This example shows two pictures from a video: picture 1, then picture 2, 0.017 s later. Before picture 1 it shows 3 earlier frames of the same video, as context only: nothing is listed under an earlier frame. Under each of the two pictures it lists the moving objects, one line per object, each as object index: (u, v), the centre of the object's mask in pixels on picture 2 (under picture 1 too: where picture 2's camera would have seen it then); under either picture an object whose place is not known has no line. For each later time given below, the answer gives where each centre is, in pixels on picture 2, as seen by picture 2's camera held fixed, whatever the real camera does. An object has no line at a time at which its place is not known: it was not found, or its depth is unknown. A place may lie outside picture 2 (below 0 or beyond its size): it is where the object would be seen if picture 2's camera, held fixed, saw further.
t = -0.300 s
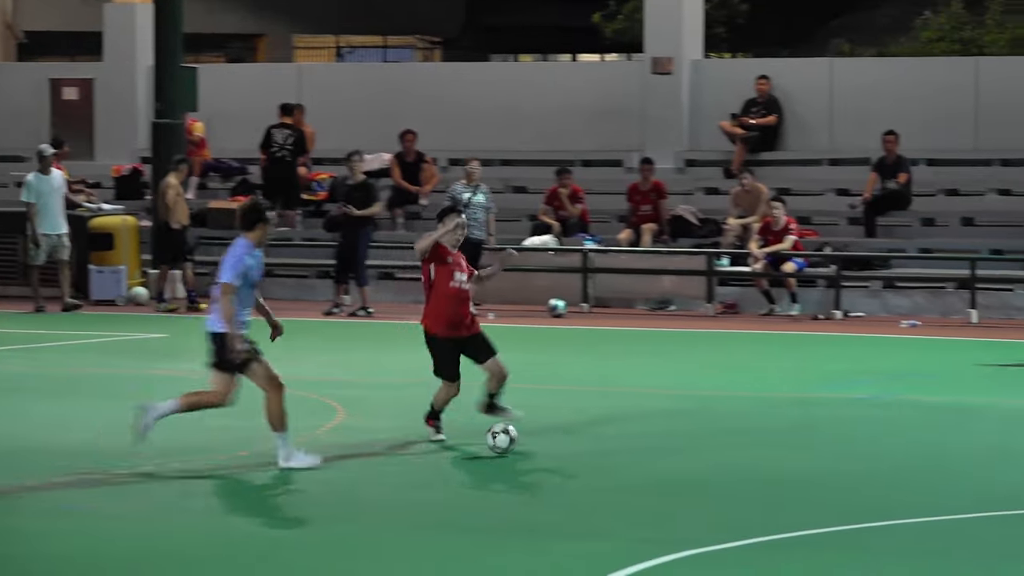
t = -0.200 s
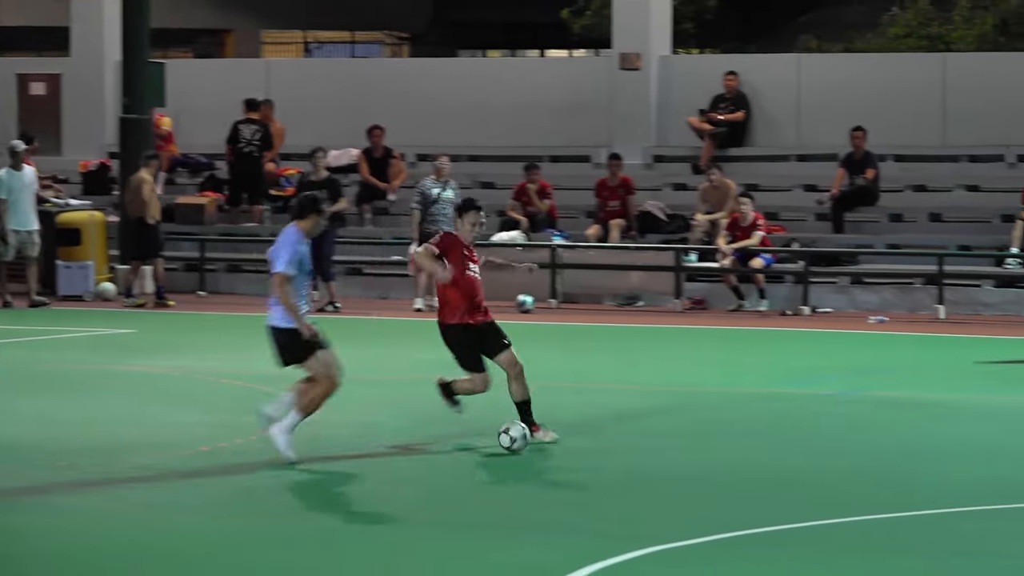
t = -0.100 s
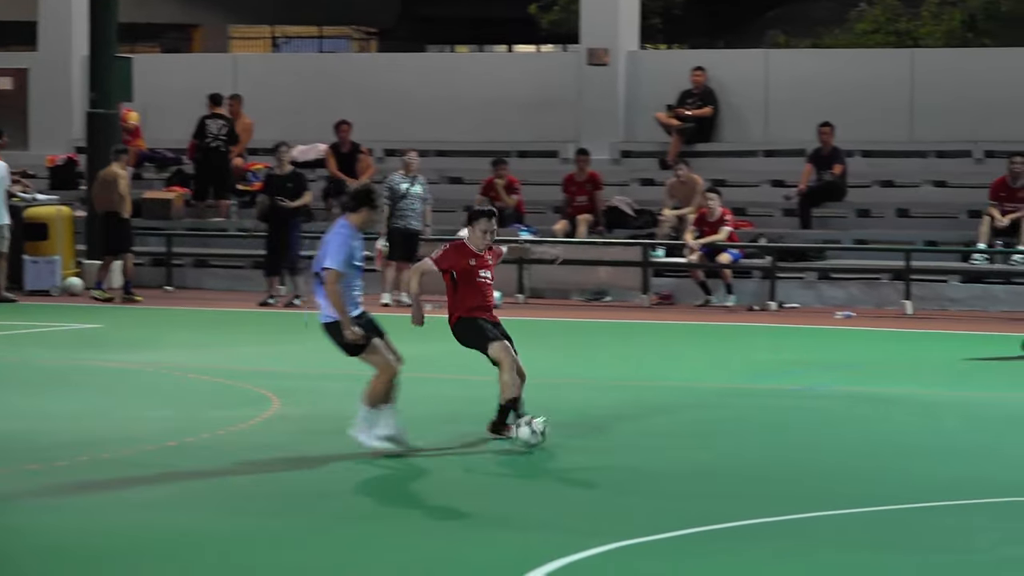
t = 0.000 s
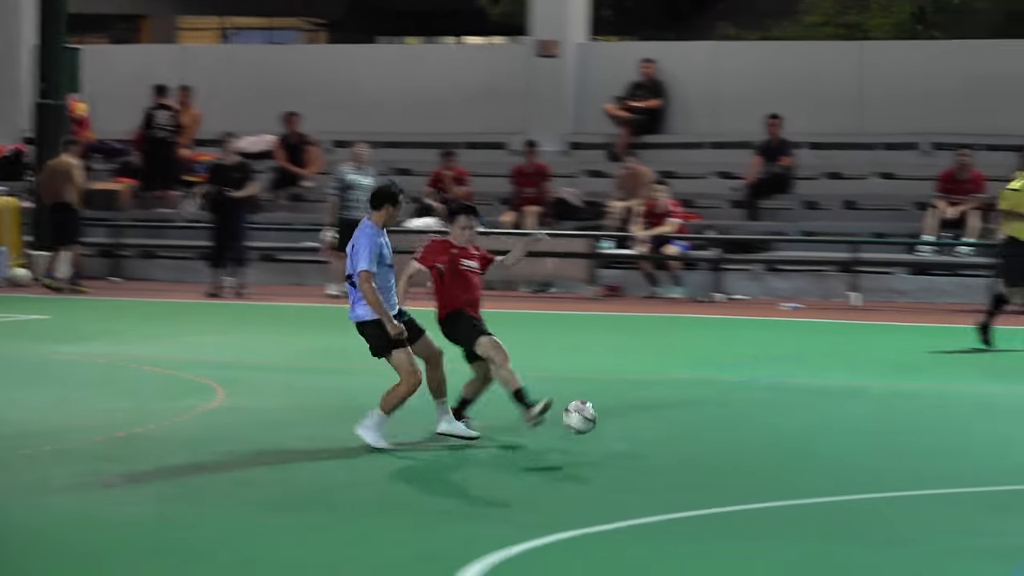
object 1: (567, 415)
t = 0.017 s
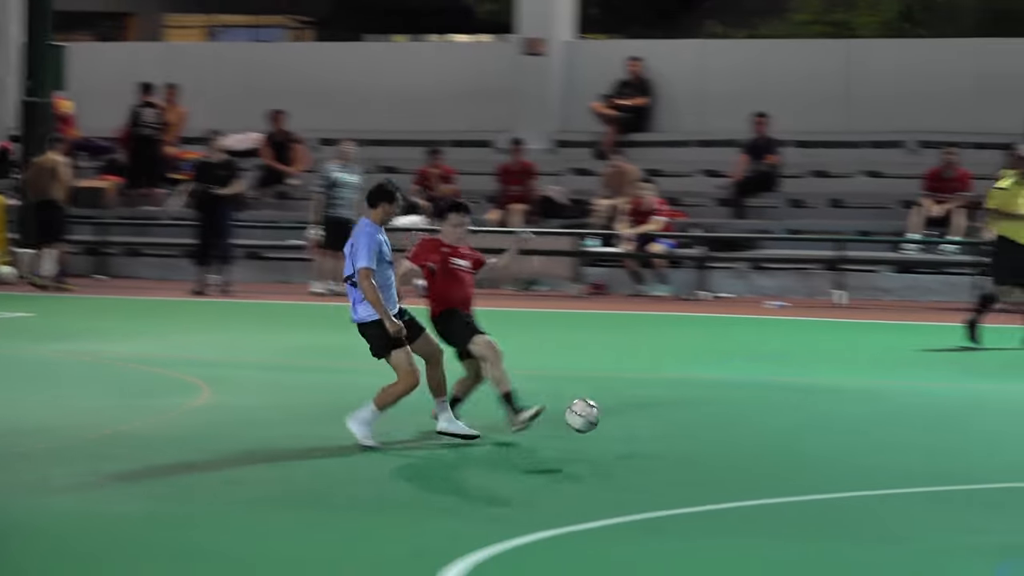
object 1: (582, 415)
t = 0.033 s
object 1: (598, 417)
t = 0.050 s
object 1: (615, 418)
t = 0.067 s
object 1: (633, 420)
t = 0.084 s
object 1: (650, 422)
